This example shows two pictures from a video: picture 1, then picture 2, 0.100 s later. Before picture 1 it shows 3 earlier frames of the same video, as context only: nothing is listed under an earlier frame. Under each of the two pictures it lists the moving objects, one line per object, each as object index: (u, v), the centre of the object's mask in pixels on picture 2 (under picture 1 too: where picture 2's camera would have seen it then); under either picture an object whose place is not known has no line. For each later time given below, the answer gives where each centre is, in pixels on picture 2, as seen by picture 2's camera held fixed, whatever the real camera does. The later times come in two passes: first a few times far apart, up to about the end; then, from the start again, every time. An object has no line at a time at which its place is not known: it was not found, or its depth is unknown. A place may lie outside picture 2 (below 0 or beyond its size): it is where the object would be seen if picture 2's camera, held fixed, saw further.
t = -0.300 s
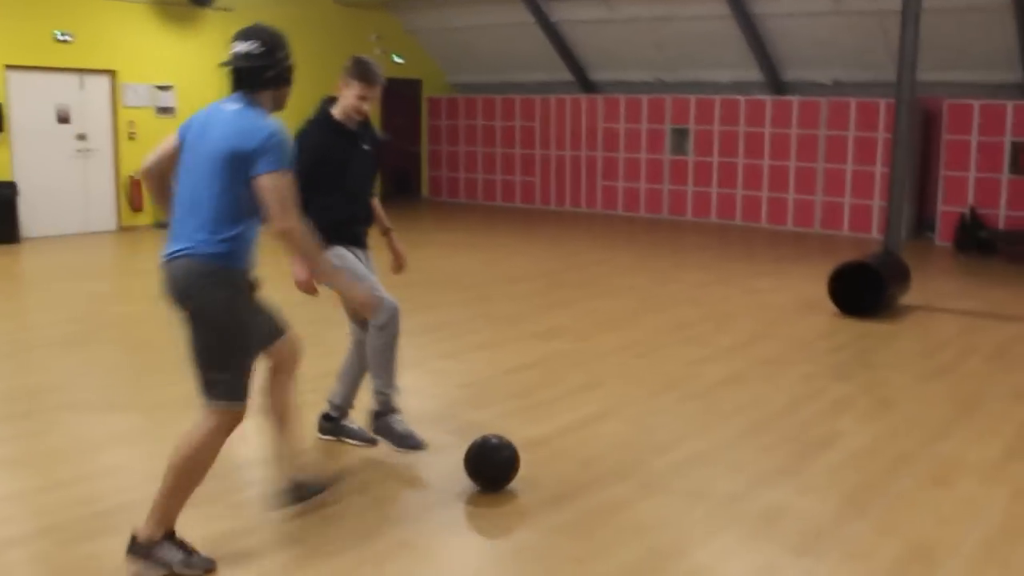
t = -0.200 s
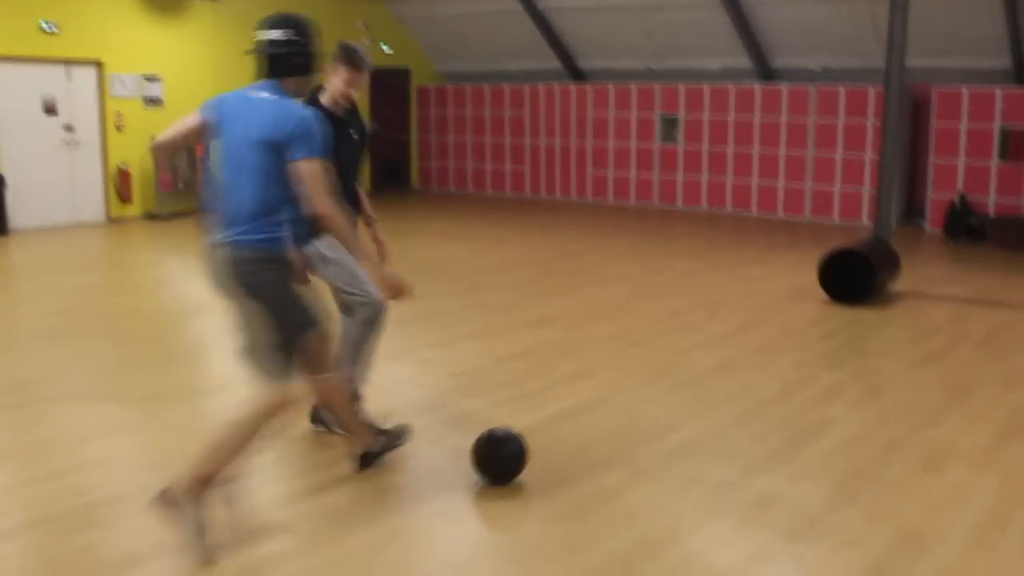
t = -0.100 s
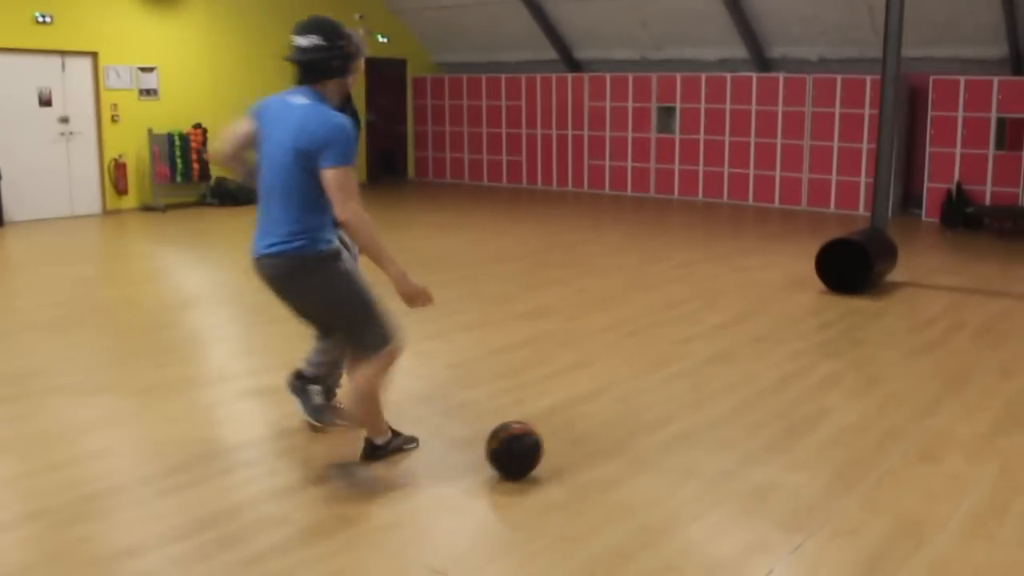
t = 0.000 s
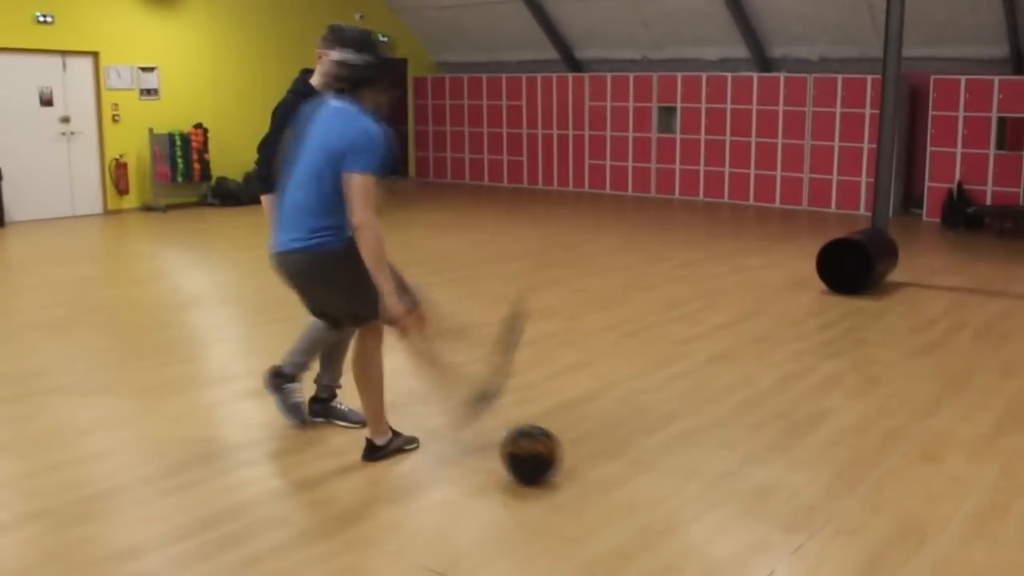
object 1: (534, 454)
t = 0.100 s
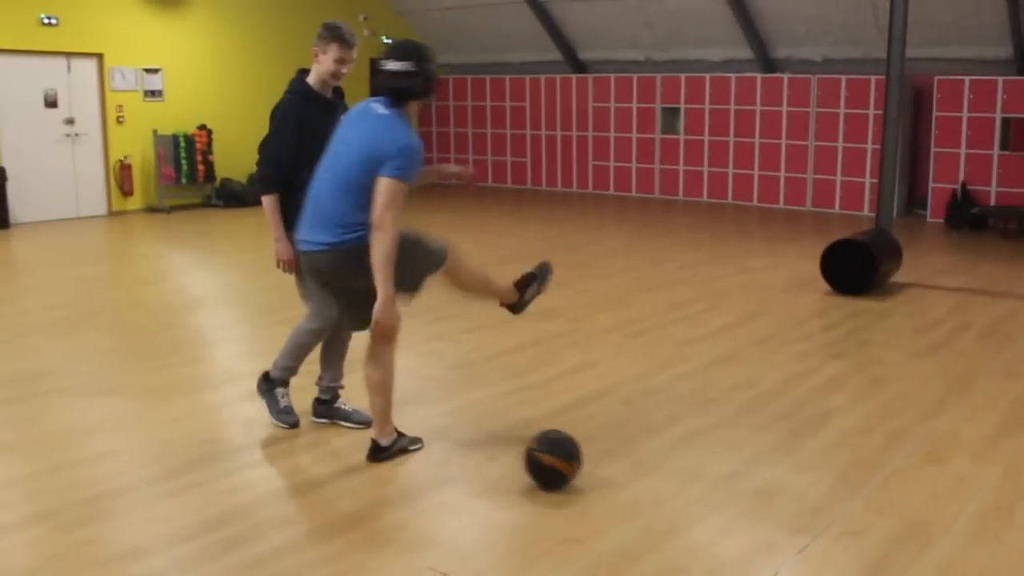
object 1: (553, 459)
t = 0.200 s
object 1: (568, 463)
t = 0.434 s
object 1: (609, 471)
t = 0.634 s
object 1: (643, 482)
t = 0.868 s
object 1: (686, 491)
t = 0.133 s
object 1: (559, 461)
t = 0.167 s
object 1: (564, 462)
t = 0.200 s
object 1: (568, 463)
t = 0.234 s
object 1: (572, 464)
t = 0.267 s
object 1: (580, 465)
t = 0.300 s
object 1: (586, 466)
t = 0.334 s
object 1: (594, 467)
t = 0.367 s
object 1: (599, 468)
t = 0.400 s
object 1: (604, 469)
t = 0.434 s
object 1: (609, 471)
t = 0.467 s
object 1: (615, 472)
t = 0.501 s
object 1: (621, 475)
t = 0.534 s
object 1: (627, 478)
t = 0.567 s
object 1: (634, 479)
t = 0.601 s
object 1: (639, 480)
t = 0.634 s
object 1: (643, 482)
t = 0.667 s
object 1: (650, 483)
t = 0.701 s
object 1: (657, 484)
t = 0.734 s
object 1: (664, 486)
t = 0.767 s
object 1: (671, 487)
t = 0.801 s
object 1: (675, 488)
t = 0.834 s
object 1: (680, 489)
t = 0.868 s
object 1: (686, 491)
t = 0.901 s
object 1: (694, 493)
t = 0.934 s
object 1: (701, 495)
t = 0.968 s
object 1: (707, 496)
